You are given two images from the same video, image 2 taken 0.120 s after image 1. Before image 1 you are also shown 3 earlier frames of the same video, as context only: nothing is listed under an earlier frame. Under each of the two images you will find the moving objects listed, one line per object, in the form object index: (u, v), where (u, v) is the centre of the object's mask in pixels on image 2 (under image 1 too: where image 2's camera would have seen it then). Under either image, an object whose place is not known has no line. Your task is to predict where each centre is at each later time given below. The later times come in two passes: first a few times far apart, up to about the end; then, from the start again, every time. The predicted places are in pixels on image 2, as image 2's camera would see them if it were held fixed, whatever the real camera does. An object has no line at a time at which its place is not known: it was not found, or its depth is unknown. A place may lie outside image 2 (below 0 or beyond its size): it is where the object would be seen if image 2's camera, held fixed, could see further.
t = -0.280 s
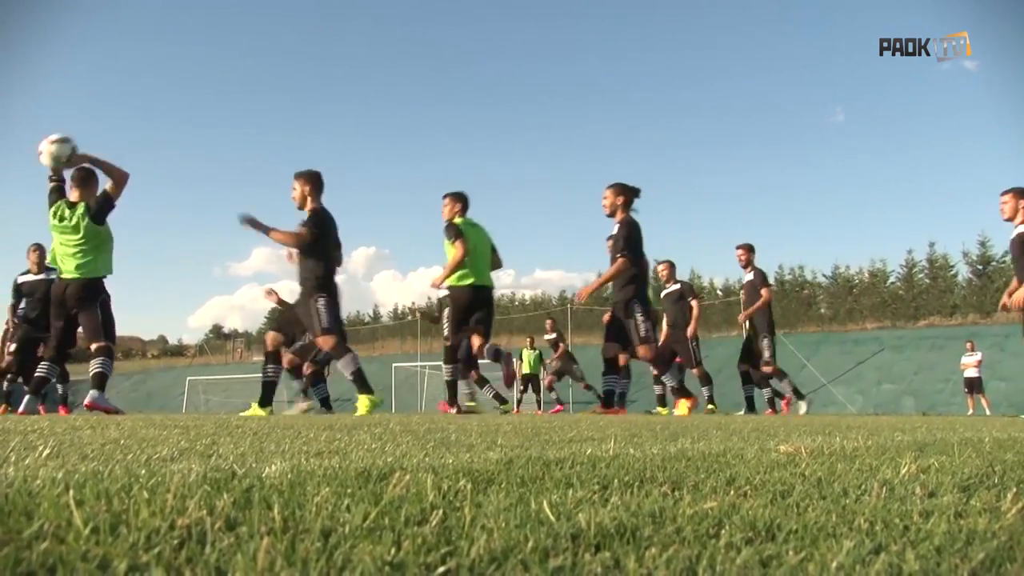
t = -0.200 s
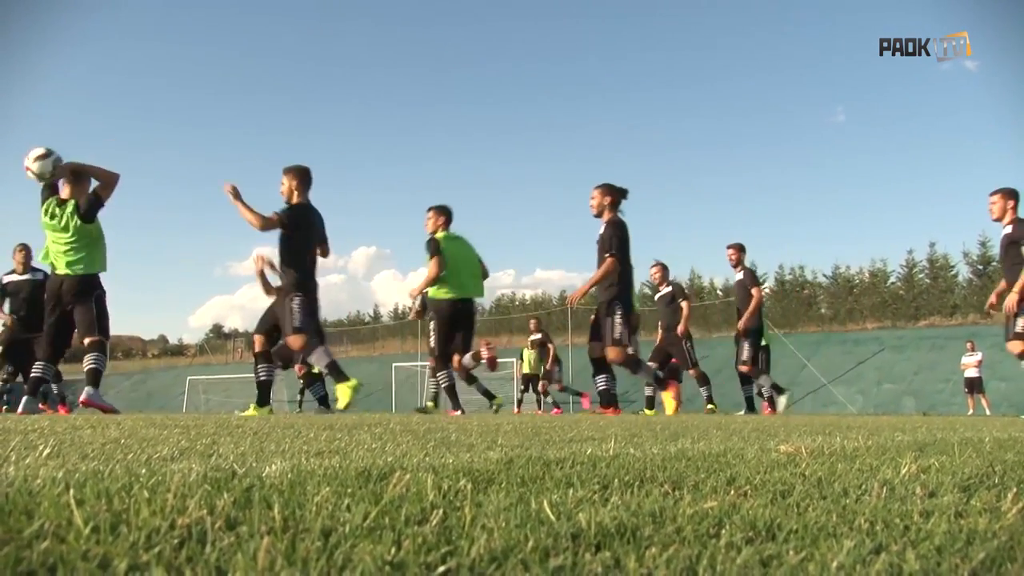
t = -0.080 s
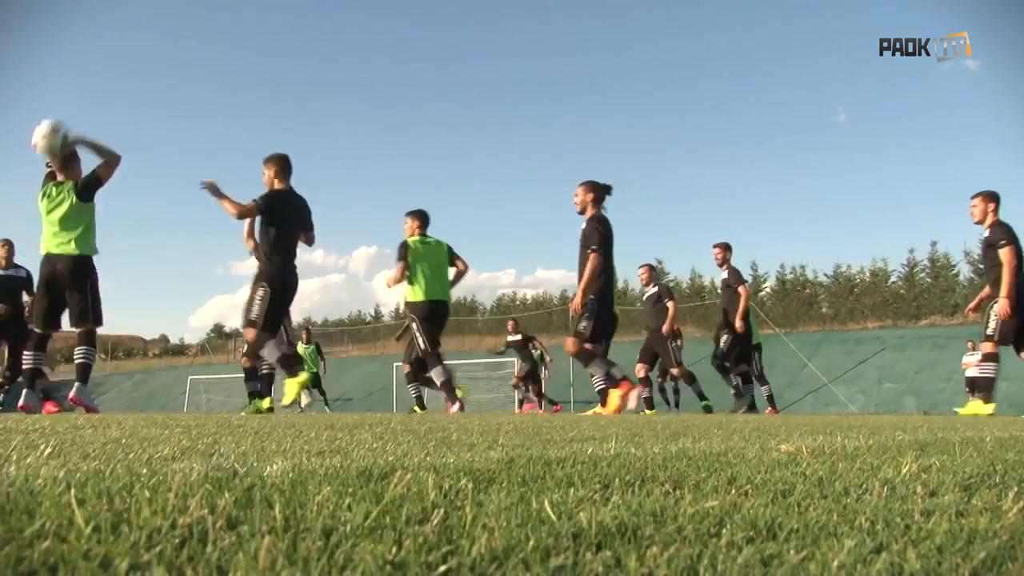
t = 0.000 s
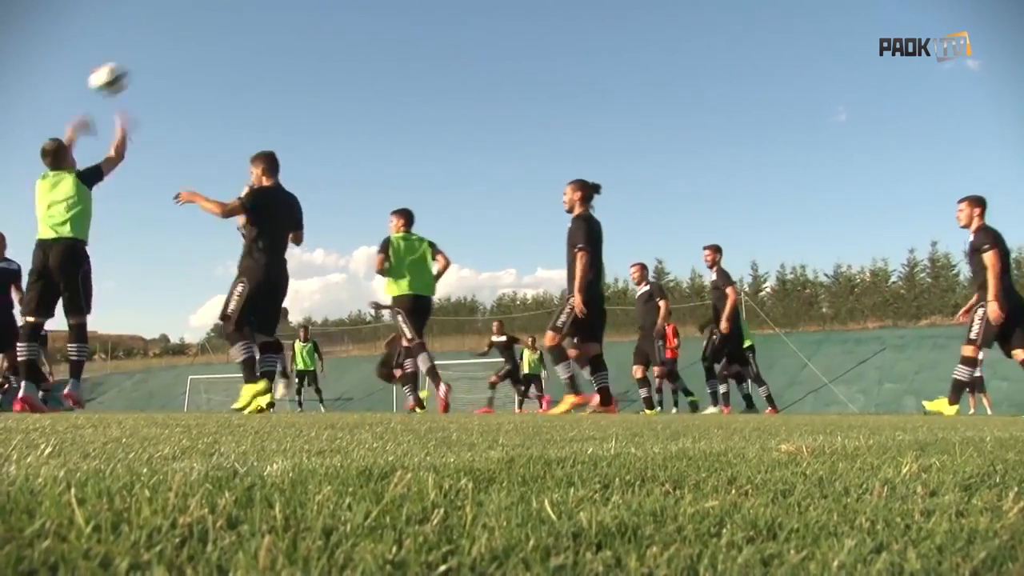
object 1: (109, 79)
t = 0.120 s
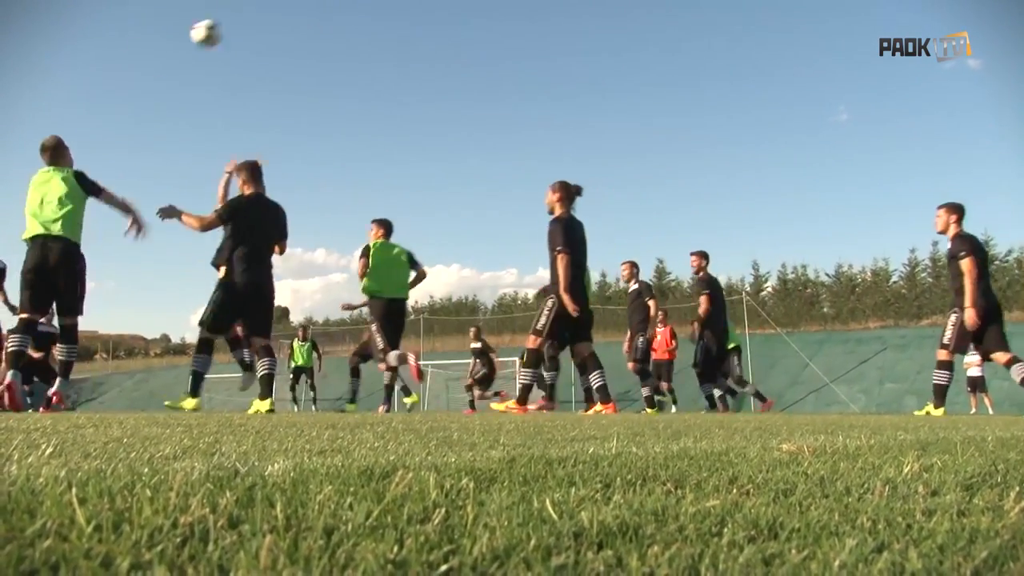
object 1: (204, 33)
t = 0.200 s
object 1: (253, 18)
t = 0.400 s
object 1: (343, 11)
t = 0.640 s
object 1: (413, 43)
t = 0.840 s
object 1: (453, 87)
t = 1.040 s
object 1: (482, 143)
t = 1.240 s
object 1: (505, 204)
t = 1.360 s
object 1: (516, 243)
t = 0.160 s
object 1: (230, 24)
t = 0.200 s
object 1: (253, 18)
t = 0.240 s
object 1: (274, 14)
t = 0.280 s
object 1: (295, 11)
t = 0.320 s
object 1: (312, 10)
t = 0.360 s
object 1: (328, 10)
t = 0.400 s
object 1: (343, 11)
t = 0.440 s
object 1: (357, 15)
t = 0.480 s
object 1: (370, 19)
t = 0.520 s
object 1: (381, 24)
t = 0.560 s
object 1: (392, 29)
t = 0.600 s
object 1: (403, 36)
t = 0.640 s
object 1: (413, 43)
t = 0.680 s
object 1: (422, 51)
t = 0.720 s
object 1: (430, 59)
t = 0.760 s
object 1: (439, 68)
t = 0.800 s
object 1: (446, 78)
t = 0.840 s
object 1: (453, 87)
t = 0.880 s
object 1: (459, 98)
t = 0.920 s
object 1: (466, 109)
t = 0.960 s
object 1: (471, 120)
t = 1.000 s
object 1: (477, 131)
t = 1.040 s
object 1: (482, 143)
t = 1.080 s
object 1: (488, 154)
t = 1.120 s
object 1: (493, 166)
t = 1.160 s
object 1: (497, 178)
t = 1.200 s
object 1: (502, 191)
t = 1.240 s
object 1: (505, 204)
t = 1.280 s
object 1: (510, 217)
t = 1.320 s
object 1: (513, 230)
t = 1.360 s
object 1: (516, 243)
